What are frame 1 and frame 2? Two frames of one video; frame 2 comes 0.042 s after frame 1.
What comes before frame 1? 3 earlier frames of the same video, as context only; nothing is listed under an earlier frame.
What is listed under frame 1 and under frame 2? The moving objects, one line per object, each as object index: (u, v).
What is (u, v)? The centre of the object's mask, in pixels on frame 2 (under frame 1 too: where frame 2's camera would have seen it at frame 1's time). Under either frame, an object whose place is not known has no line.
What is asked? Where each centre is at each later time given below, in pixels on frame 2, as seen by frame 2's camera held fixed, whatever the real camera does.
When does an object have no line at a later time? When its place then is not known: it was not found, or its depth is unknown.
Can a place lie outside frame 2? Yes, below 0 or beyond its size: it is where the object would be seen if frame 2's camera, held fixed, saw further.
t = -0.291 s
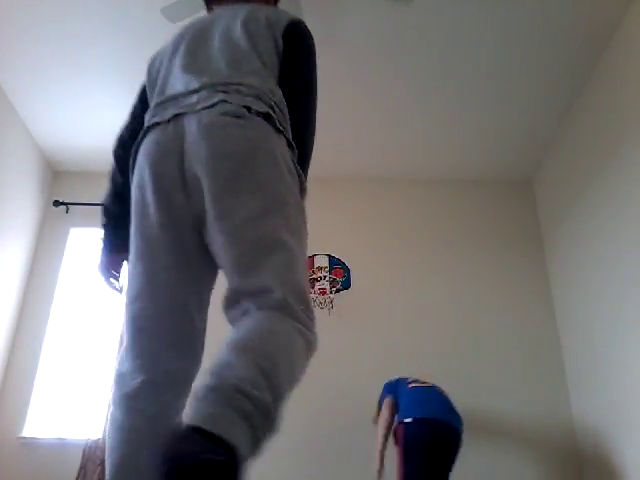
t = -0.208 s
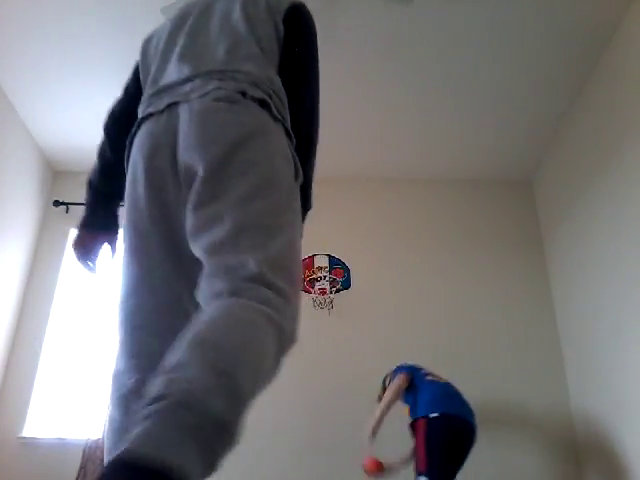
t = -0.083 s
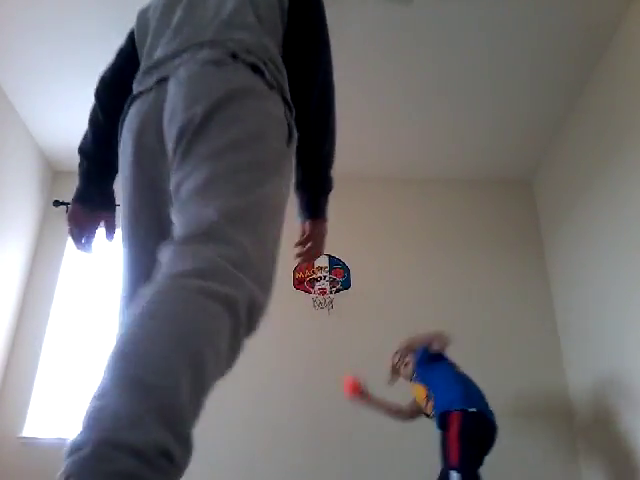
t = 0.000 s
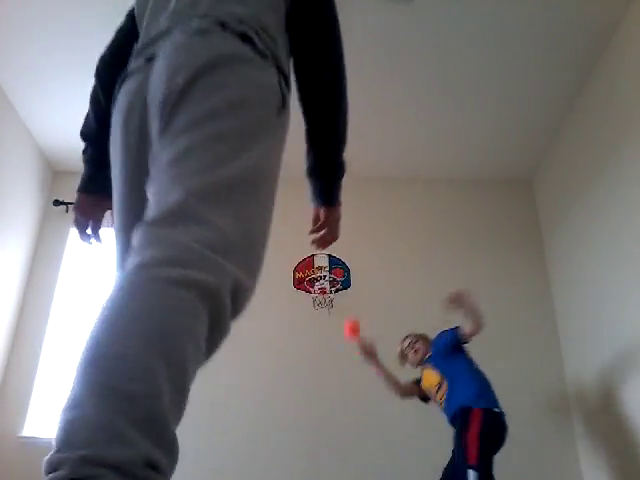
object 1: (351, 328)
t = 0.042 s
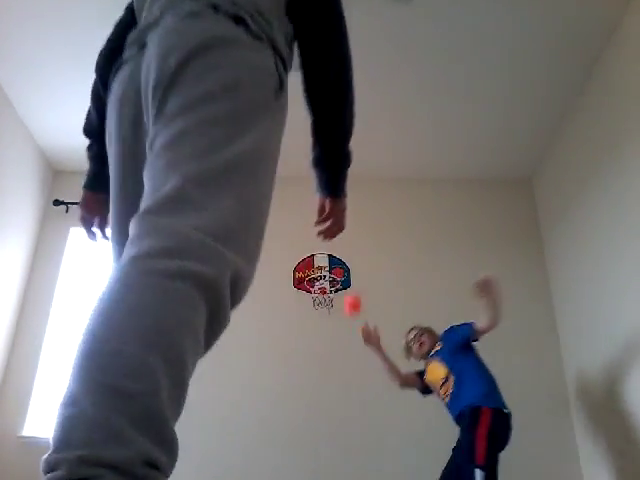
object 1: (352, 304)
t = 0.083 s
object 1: (353, 282)
